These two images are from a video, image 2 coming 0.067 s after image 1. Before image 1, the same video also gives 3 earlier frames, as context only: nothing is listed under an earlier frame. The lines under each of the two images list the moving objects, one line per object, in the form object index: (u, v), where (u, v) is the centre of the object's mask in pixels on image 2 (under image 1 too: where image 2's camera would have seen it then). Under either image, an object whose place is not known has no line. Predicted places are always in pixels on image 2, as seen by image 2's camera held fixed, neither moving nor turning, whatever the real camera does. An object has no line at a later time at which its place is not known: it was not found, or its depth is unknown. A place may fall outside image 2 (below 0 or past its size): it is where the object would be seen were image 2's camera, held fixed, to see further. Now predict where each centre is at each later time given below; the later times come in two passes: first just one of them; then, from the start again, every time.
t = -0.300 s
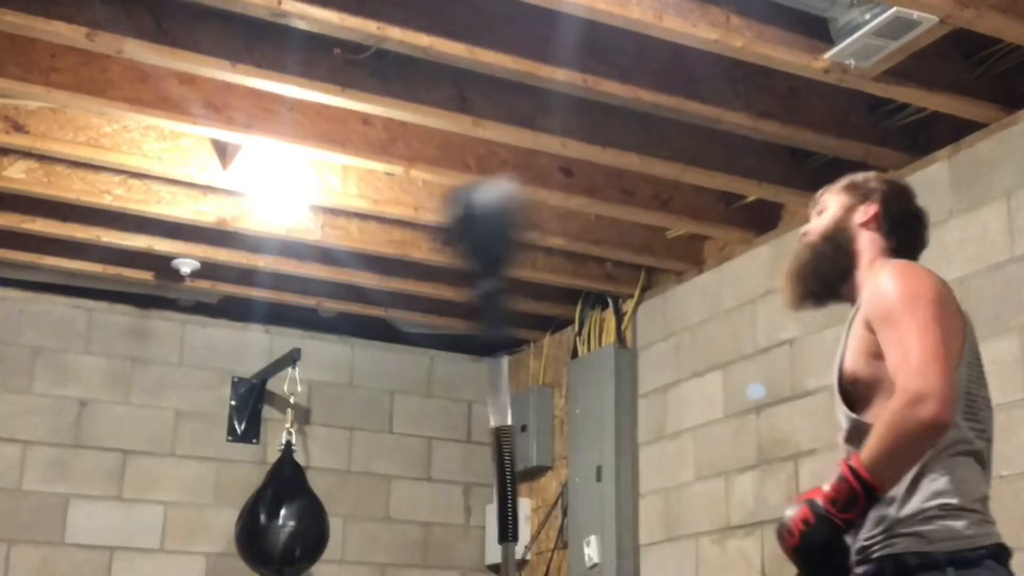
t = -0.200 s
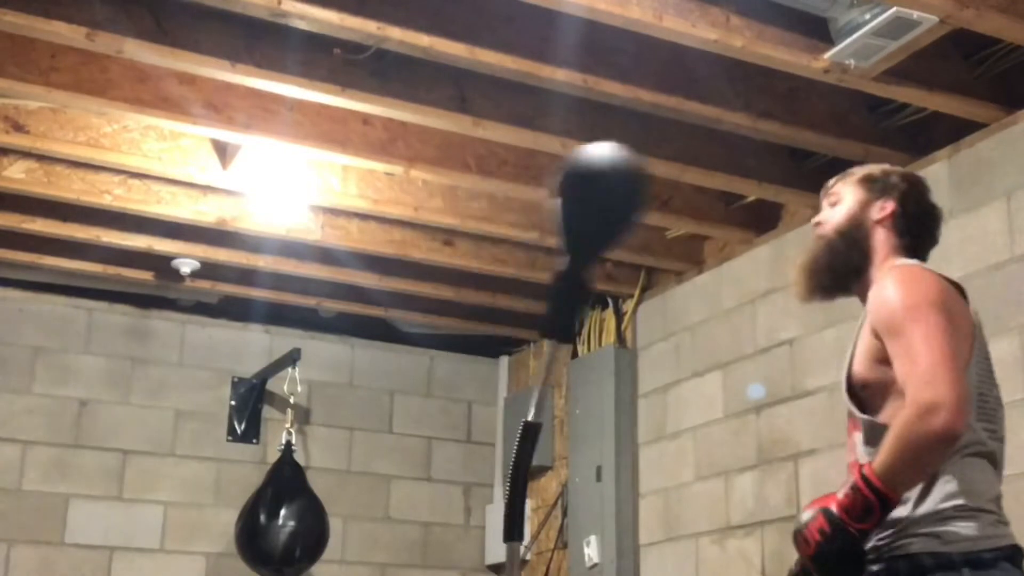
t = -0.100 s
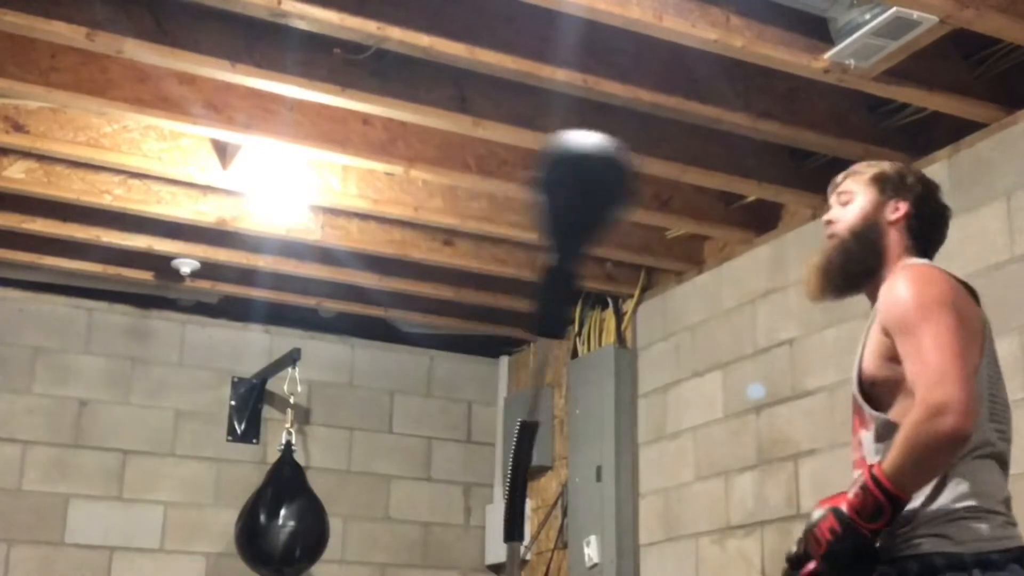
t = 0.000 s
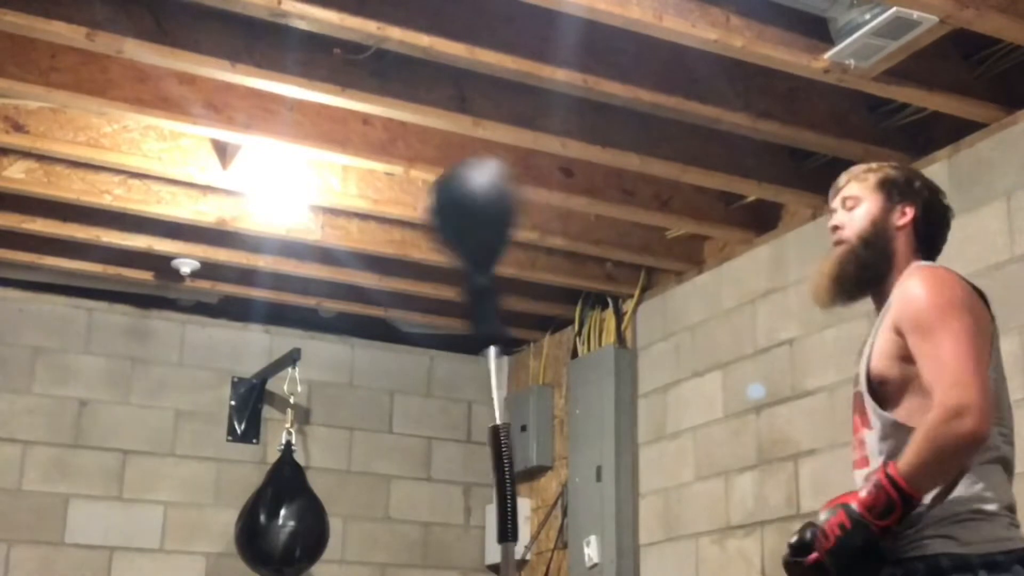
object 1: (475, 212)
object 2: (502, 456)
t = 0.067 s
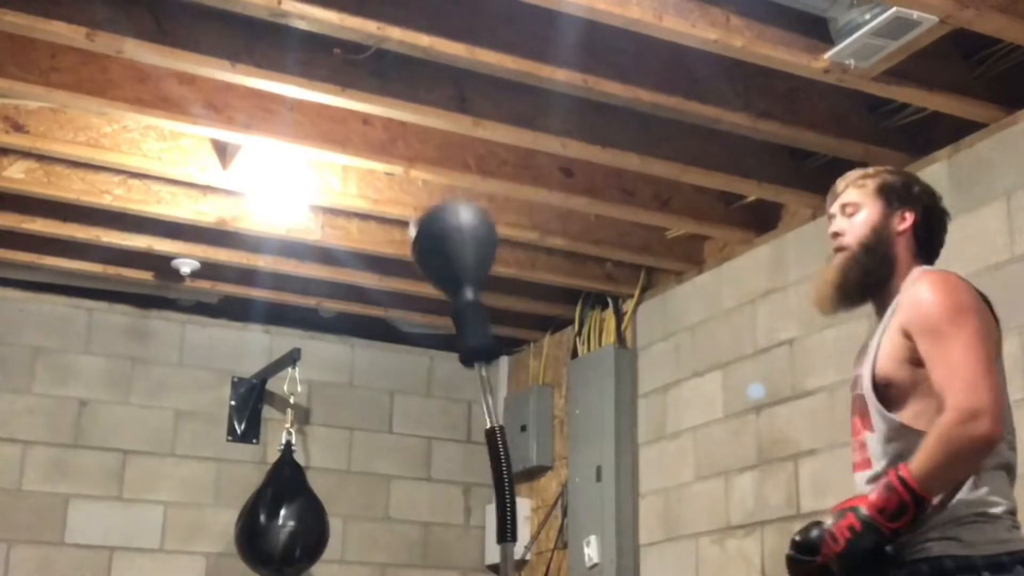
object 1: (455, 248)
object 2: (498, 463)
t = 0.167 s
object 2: (508, 473)
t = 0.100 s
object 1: (463, 253)
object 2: (504, 466)
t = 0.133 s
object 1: (481, 245)
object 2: (503, 464)
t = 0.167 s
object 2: (508, 473)
